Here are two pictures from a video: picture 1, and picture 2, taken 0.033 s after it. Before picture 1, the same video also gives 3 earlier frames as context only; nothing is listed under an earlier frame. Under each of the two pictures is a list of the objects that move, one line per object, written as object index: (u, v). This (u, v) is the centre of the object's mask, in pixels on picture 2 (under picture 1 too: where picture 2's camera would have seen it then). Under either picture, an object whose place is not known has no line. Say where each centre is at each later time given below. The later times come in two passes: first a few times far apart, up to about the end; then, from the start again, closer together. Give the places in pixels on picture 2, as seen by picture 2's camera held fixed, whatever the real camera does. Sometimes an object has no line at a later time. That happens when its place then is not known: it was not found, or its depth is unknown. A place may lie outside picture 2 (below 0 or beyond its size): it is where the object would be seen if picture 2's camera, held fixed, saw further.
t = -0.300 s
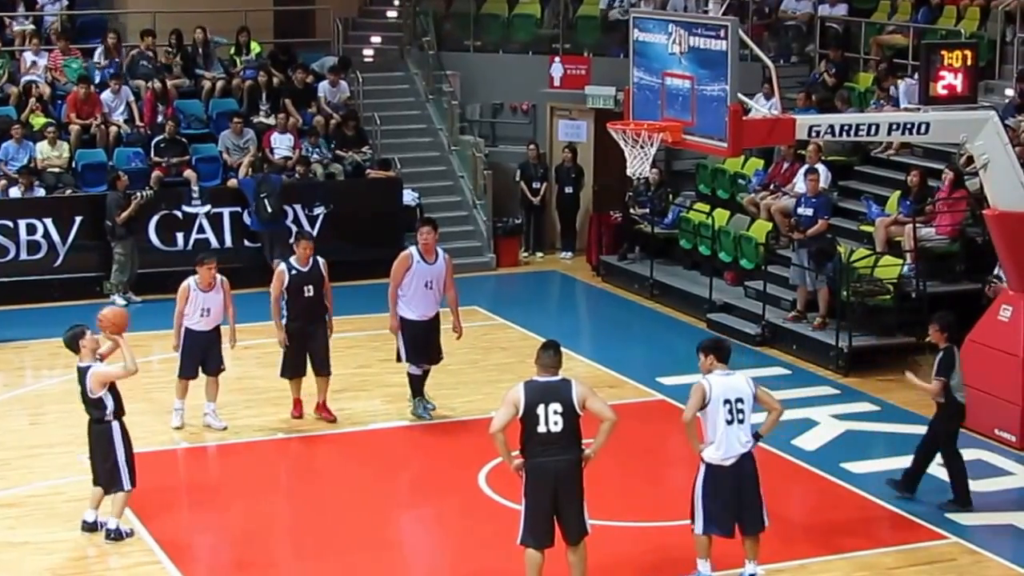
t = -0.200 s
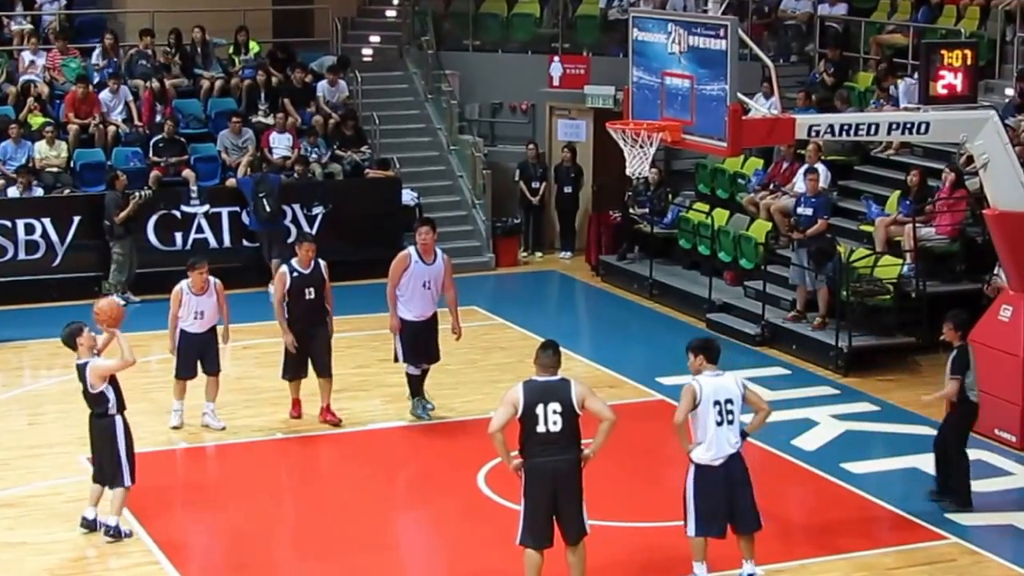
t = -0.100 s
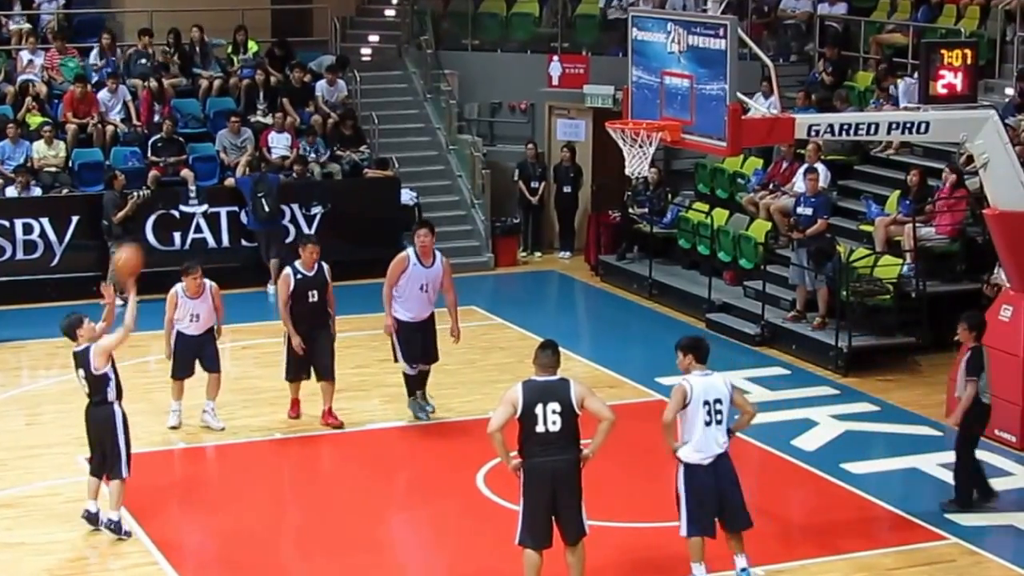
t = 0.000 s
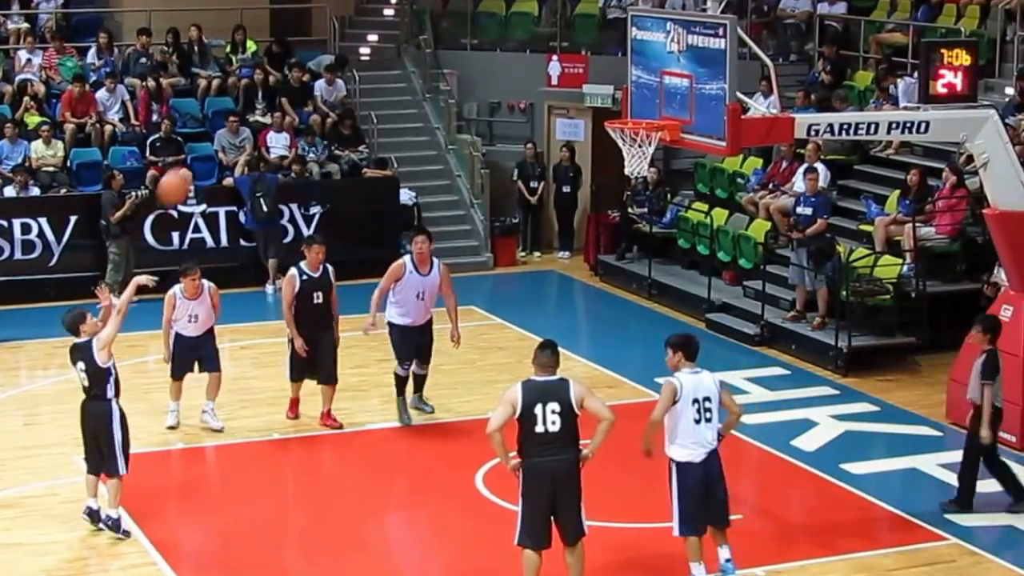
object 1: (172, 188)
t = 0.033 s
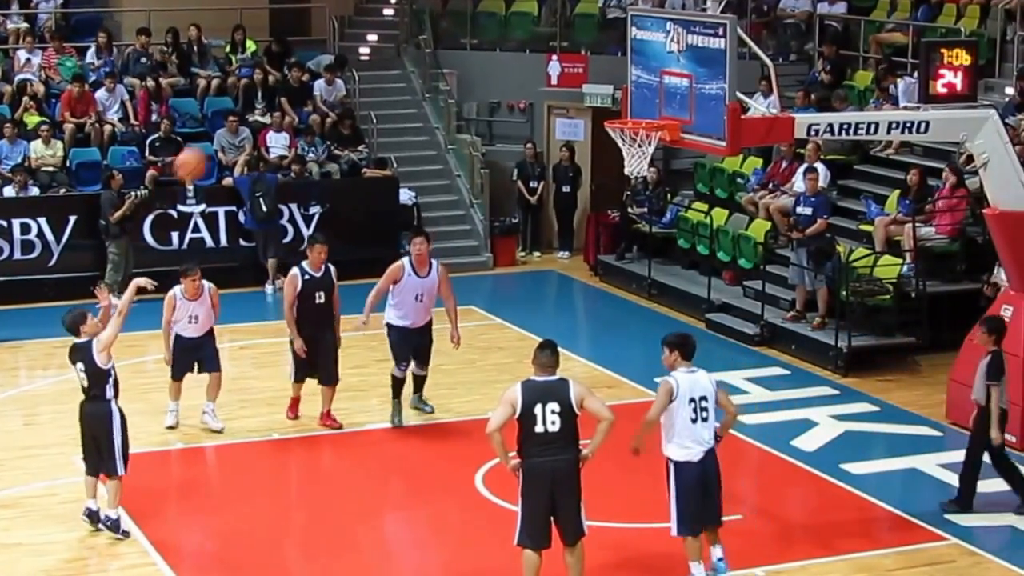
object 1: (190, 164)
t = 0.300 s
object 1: (320, 39)
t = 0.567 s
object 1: (446, 11)
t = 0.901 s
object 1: (590, 83)
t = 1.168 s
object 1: (647, 167)
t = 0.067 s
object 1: (206, 144)
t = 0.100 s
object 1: (223, 124)
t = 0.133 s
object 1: (239, 106)
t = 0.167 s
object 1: (255, 91)
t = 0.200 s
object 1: (272, 76)
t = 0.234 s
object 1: (289, 62)
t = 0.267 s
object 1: (305, 50)
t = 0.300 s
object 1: (320, 39)
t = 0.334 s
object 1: (336, 31)
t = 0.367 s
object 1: (352, 23)
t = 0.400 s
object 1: (367, 16)
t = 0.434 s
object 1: (384, 14)
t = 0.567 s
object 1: (446, 11)
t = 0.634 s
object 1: (476, 14)
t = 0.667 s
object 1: (490, 16)
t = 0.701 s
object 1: (506, 22)
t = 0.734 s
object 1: (520, 29)
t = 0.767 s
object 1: (534, 37)
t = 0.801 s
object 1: (548, 46)
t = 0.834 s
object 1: (562, 57)
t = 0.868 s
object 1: (575, 70)
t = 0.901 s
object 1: (590, 83)
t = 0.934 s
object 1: (605, 104)
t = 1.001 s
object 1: (628, 115)
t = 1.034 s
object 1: (638, 122)
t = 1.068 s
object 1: (640, 134)
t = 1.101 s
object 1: (652, 154)
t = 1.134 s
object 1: (643, 164)
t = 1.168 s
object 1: (647, 167)
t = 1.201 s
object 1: (647, 174)
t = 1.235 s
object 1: (647, 184)
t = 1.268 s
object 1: (647, 197)
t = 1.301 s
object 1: (647, 211)
